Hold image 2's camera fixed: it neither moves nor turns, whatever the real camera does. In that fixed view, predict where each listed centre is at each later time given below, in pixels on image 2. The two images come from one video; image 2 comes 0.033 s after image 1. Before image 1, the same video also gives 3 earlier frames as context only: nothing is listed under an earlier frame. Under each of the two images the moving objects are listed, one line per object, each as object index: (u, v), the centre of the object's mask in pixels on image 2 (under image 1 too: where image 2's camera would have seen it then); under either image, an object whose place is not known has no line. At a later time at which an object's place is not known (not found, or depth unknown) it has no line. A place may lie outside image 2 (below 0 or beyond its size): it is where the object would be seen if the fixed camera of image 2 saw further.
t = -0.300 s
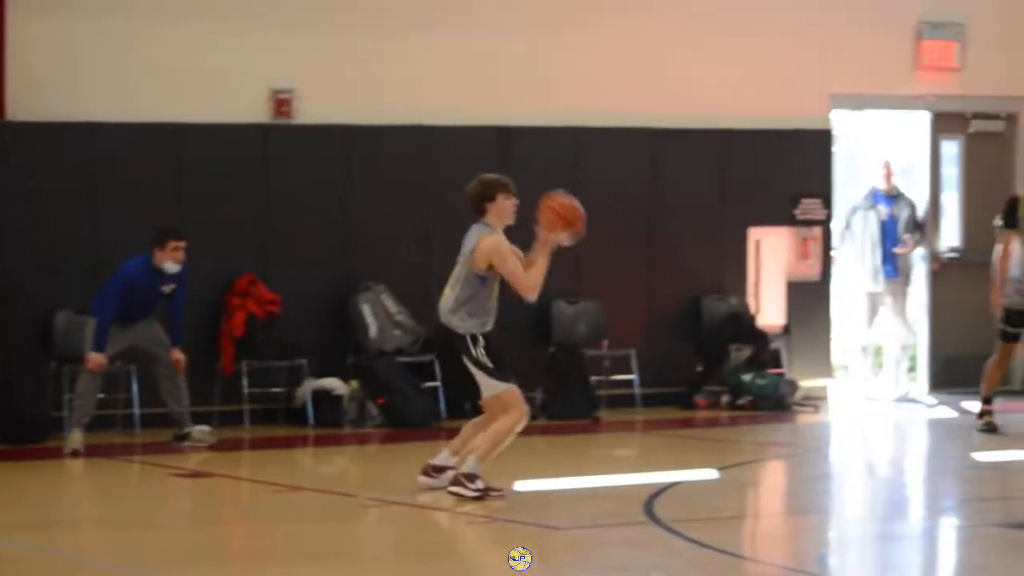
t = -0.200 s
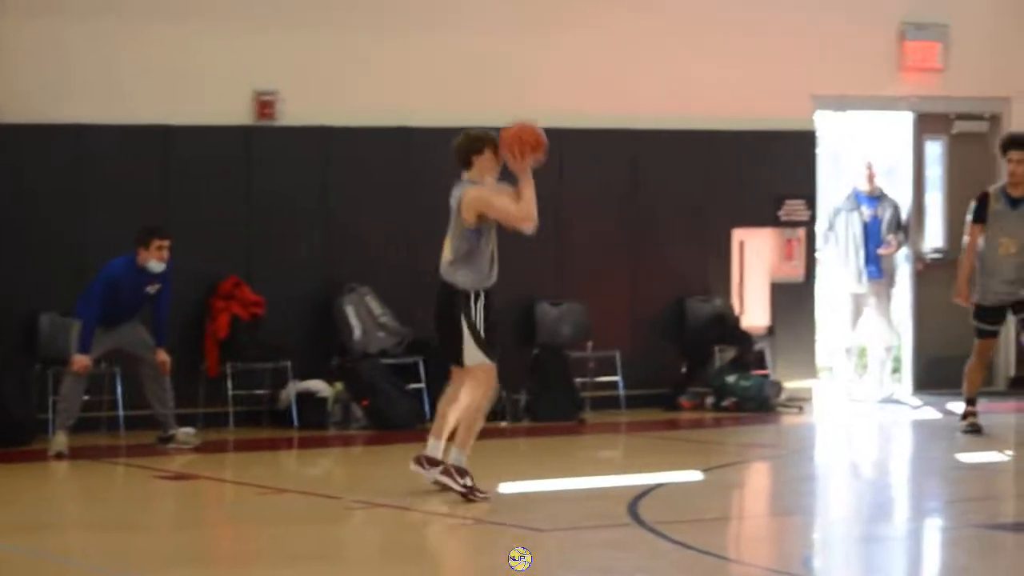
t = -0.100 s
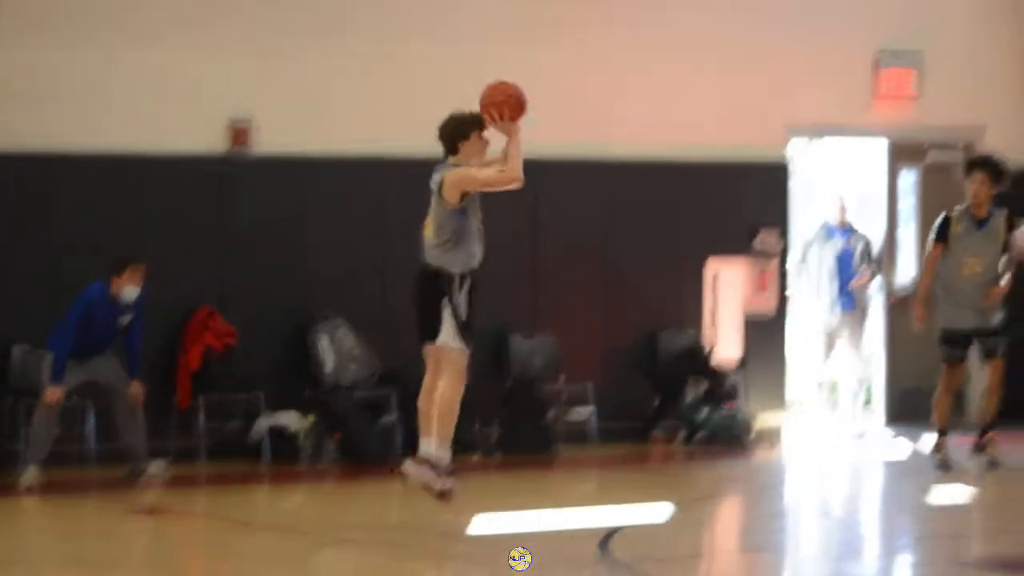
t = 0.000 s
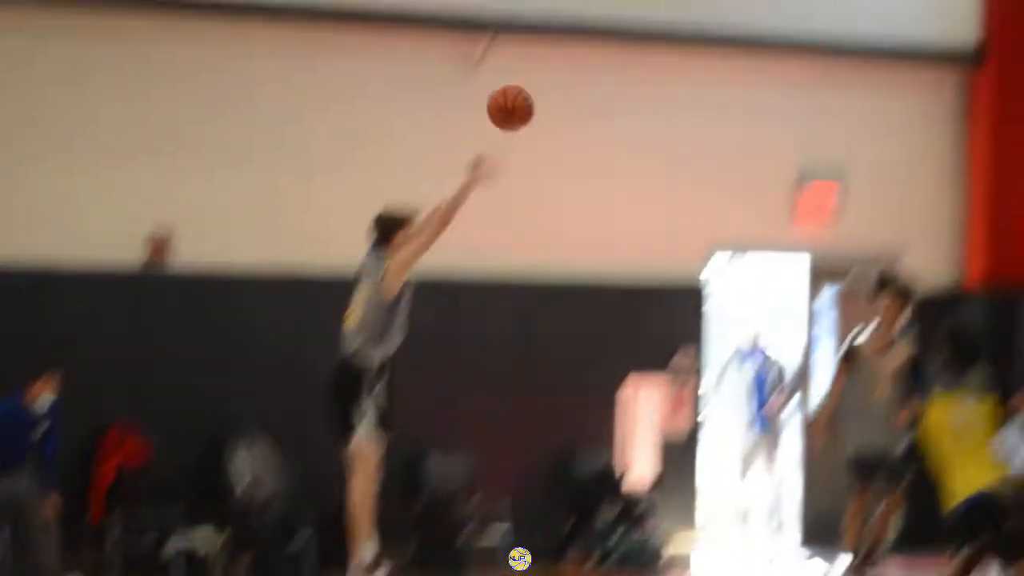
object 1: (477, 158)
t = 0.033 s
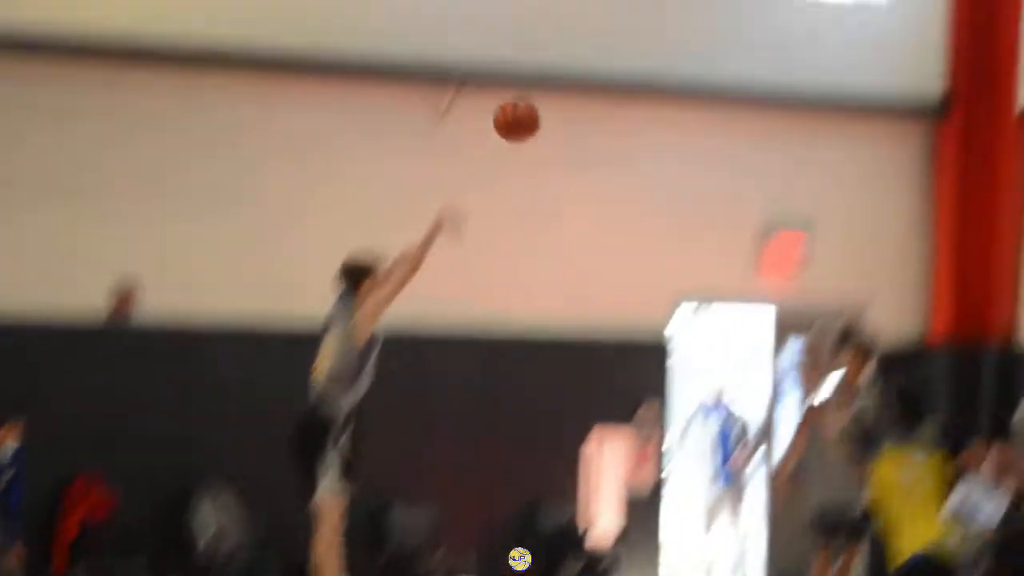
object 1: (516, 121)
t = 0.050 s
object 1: (535, 97)
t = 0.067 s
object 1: (555, 79)
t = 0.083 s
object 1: (575, 64)
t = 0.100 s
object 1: (595, 45)
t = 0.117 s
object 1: (614, 29)
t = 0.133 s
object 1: (634, 12)
